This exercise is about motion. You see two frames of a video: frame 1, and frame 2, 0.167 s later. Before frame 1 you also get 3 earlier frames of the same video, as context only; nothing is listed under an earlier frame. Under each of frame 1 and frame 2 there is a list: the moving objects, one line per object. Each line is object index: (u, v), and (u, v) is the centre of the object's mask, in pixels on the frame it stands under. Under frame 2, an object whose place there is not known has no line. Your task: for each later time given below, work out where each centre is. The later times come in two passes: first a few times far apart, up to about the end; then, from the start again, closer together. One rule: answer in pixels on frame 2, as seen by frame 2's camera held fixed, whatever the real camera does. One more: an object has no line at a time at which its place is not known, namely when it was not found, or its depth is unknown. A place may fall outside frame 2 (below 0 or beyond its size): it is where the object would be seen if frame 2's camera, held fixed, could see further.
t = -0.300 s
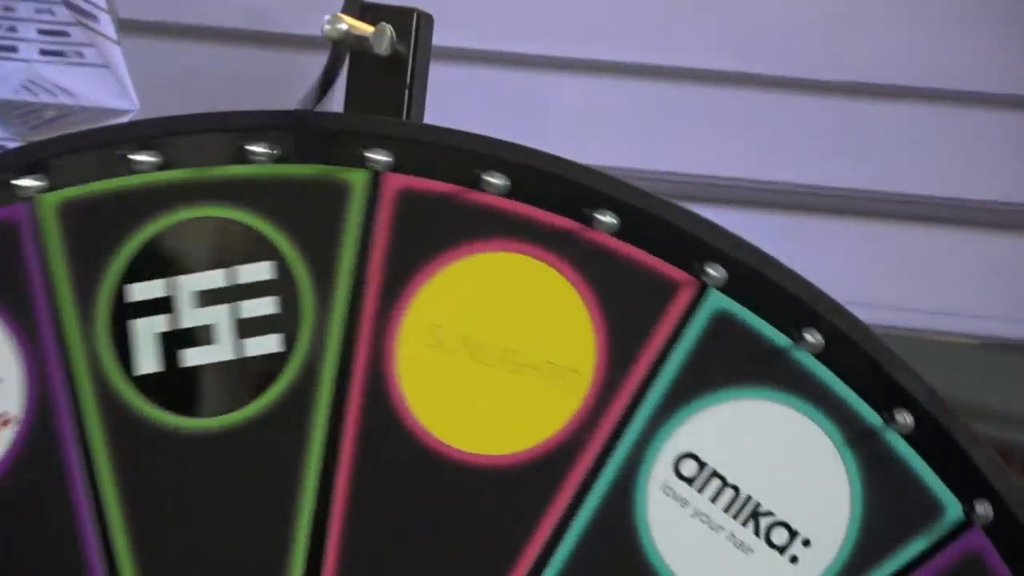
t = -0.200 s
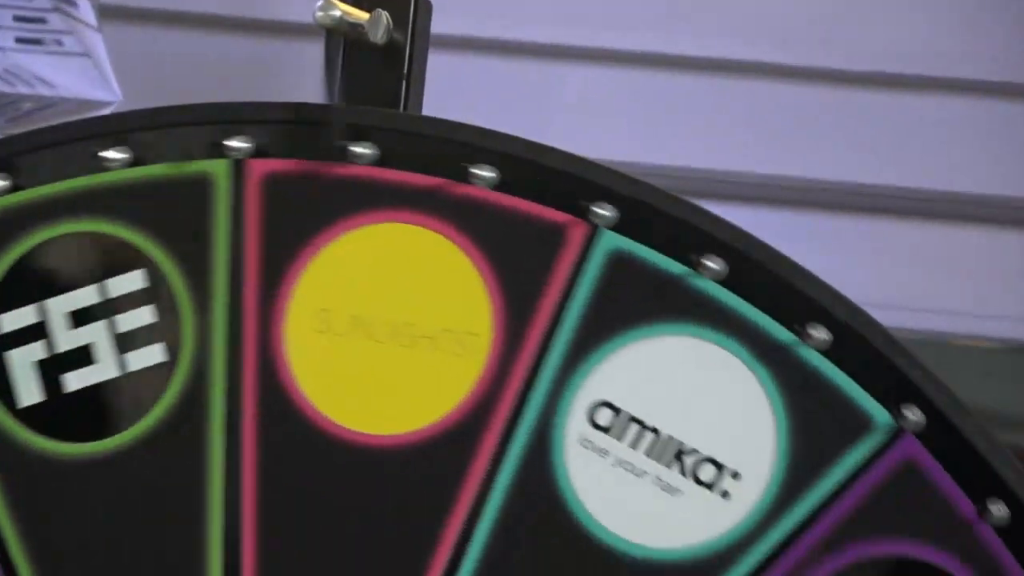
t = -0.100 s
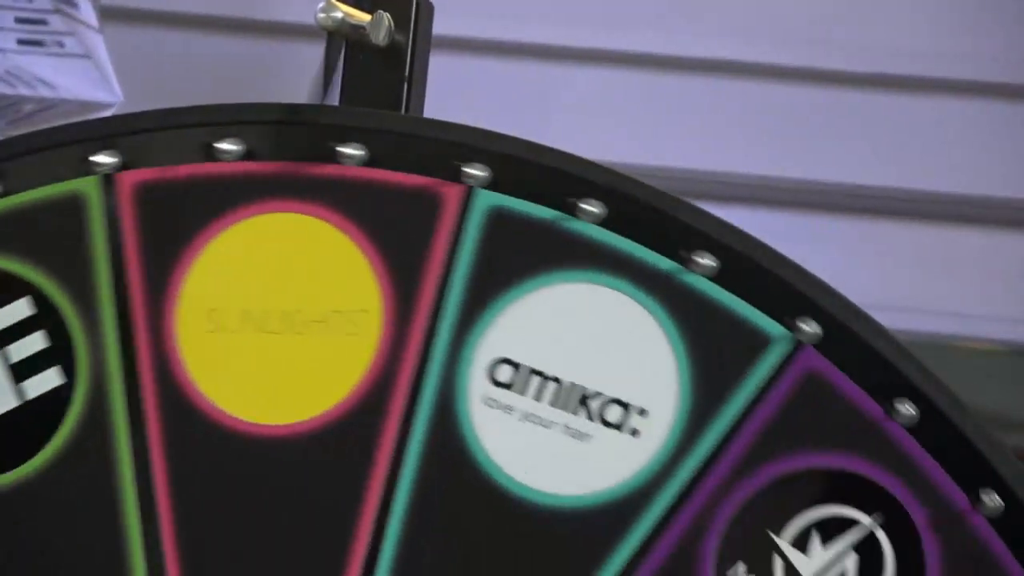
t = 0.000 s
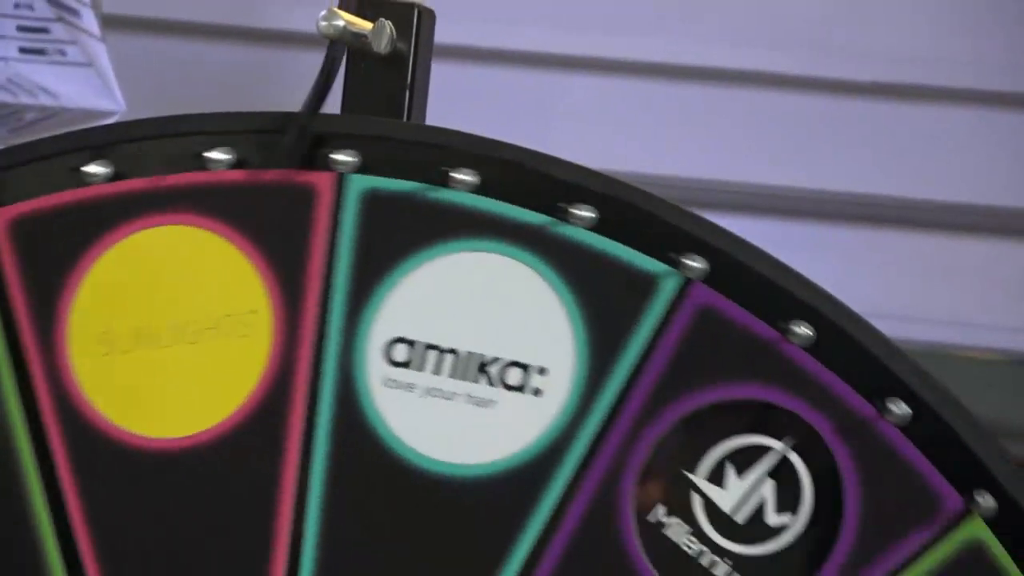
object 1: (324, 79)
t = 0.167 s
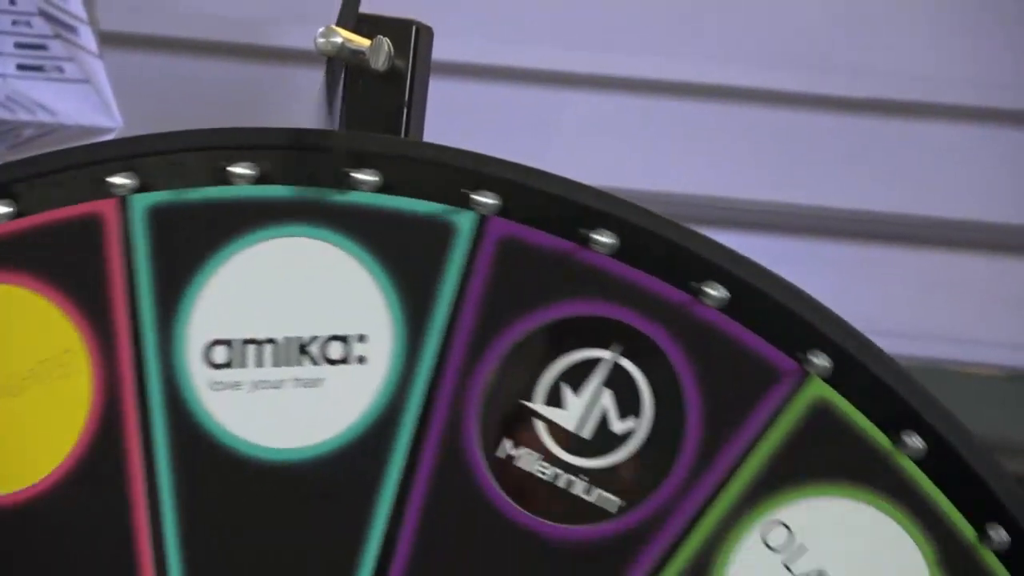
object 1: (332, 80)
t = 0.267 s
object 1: (334, 91)
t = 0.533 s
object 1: (308, 103)
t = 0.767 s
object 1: (323, 94)
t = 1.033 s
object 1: (308, 106)
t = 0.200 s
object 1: (327, 93)
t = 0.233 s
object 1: (318, 98)
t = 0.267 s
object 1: (334, 91)
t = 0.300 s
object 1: (326, 93)
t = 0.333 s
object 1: (316, 98)
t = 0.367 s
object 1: (331, 84)
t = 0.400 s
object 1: (322, 94)
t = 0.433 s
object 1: (311, 100)
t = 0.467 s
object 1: (323, 93)
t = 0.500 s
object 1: (321, 94)
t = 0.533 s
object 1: (308, 103)
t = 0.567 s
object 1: (322, 94)
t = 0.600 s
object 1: (321, 97)
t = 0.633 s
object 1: (307, 105)
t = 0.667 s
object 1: (320, 95)
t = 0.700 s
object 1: (318, 99)
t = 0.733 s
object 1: (307, 107)
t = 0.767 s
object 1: (323, 94)
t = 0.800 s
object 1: (323, 95)
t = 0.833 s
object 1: (310, 103)
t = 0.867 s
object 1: (323, 95)
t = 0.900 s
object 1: (322, 95)
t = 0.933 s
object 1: (304, 108)
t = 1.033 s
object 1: (308, 106)
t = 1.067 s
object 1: (326, 94)
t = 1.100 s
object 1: (323, 96)
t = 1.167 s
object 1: (333, 98)
